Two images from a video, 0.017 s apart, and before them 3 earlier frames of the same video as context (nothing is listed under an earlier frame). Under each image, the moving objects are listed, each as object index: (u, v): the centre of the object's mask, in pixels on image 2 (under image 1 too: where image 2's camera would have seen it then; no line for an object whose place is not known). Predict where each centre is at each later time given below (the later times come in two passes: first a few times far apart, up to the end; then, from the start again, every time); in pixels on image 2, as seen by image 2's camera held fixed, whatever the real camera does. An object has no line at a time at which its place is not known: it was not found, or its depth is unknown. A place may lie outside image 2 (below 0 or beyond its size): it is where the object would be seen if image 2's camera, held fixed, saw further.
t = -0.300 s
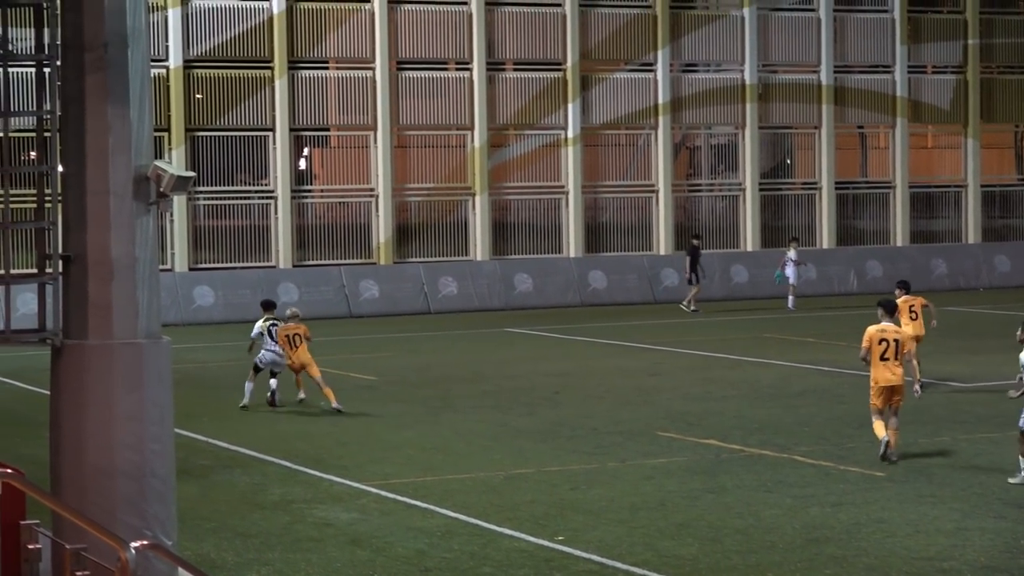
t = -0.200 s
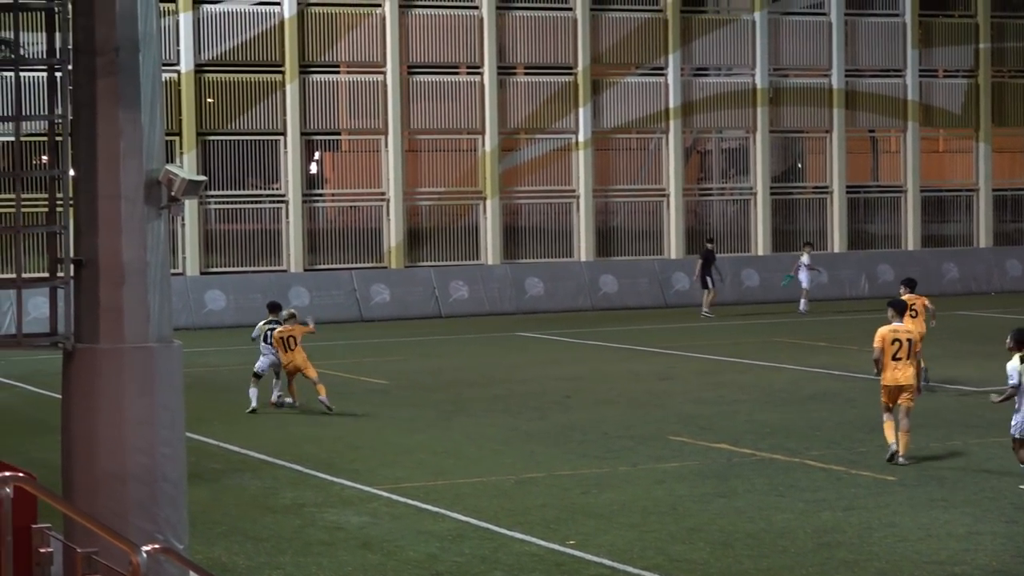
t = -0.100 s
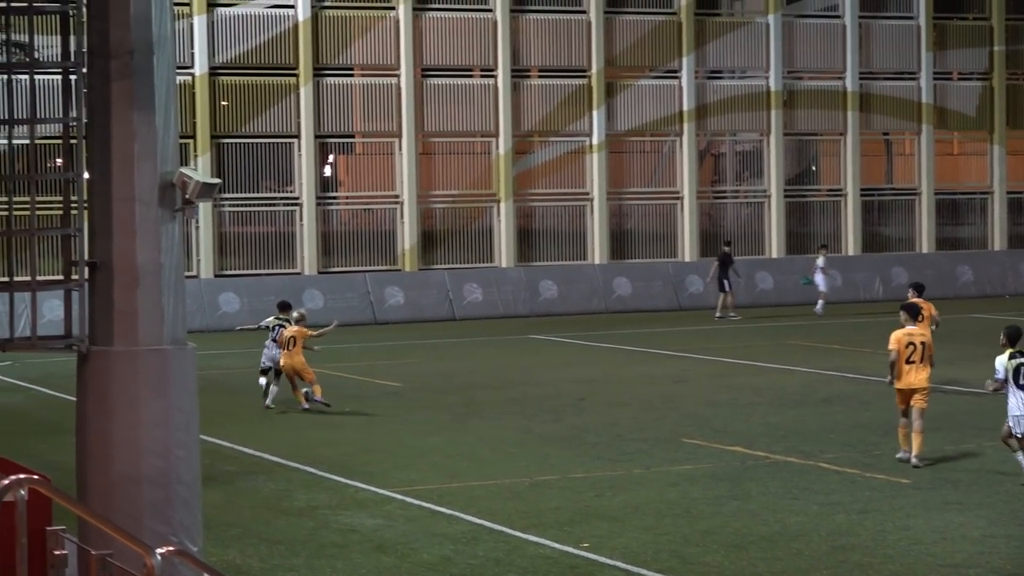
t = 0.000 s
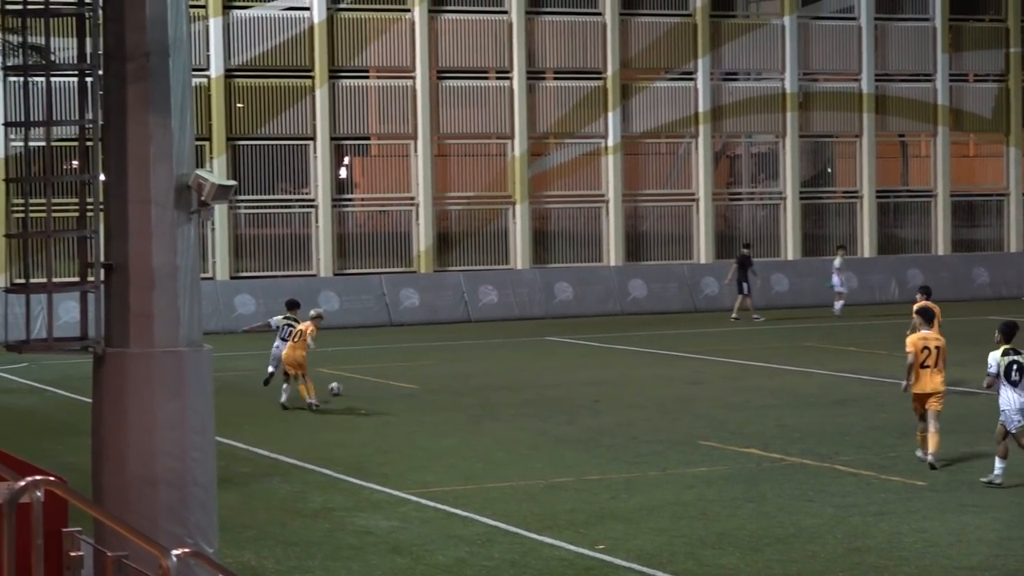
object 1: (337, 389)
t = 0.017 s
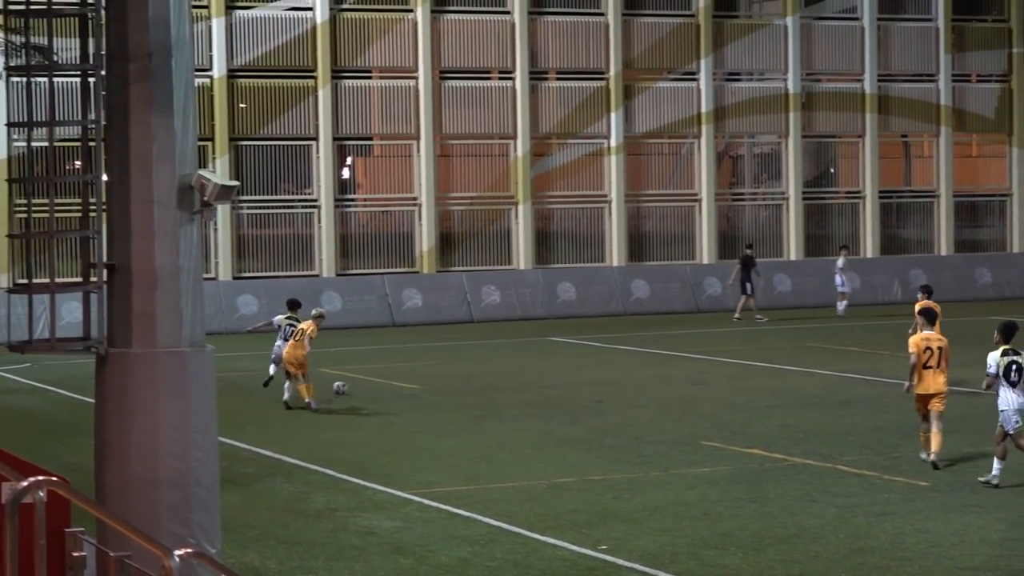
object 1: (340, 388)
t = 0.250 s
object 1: (363, 375)
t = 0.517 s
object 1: (383, 364)
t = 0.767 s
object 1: (394, 357)
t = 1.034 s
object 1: (405, 350)
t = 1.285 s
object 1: (414, 344)
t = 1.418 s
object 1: (420, 343)
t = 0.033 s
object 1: (341, 387)
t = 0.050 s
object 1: (344, 386)
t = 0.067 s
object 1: (345, 385)
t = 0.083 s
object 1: (347, 384)
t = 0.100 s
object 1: (349, 382)
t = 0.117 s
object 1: (350, 381)
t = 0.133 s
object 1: (352, 380)
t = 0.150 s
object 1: (354, 379)
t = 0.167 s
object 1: (355, 378)
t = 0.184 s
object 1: (357, 378)
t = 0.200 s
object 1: (359, 377)
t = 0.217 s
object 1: (360, 377)
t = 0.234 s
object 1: (362, 376)
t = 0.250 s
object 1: (363, 375)
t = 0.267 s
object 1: (364, 374)
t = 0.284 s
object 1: (366, 373)
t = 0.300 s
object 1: (367, 373)
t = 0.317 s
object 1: (369, 372)
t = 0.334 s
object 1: (371, 371)
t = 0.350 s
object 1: (372, 371)
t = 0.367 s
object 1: (372, 370)
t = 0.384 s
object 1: (374, 369)
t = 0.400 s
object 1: (375, 369)
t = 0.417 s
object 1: (376, 369)
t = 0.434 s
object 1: (378, 368)
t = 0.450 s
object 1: (378, 367)
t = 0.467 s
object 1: (380, 366)
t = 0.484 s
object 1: (381, 365)
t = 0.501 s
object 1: (382, 365)
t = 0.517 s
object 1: (383, 364)
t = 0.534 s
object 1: (384, 364)
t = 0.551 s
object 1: (385, 363)
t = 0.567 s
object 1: (386, 362)
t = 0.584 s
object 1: (386, 362)
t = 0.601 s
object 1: (387, 361)
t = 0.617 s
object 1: (387, 360)
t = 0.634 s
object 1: (388, 359)
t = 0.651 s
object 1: (389, 358)
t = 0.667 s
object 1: (390, 358)
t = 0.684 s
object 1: (390, 358)
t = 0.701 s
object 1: (391, 357)
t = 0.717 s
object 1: (392, 358)
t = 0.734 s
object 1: (393, 358)
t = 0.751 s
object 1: (393, 357)
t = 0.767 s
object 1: (394, 357)
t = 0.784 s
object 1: (394, 356)
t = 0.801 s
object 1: (395, 356)
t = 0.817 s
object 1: (396, 355)
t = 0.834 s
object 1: (397, 355)
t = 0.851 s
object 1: (397, 355)
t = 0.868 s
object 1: (398, 354)
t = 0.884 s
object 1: (399, 354)
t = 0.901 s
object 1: (400, 353)
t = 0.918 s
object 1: (400, 352)
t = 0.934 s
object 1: (401, 351)
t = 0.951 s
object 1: (402, 351)
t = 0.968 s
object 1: (402, 351)
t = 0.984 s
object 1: (403, 350)
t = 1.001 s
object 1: (404, 350)
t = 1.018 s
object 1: (404, 351)
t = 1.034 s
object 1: (405, 350)
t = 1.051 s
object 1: (406, 349)
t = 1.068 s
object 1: (406, 349)
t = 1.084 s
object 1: (407, 348)
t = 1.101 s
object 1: (407, 347)
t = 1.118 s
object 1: (408, 347)
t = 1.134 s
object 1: (409, 346)
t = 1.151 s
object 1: (409, 346)
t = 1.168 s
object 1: (410, 346)
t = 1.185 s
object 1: (411, 346)
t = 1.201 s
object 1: (411, 346)
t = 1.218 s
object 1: (412, 346)
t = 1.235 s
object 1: (413, 346)
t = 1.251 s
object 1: (413, 345)
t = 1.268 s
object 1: (413, 344)
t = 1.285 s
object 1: (414, 344)
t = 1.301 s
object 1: (415, 343)
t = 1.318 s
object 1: (415, 343)
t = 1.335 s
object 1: (416, 343)
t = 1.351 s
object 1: (416, 343)
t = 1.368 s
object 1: (417, 342)
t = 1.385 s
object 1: (418, 342)
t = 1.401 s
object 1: (419, 343)
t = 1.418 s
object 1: (420, 343)
